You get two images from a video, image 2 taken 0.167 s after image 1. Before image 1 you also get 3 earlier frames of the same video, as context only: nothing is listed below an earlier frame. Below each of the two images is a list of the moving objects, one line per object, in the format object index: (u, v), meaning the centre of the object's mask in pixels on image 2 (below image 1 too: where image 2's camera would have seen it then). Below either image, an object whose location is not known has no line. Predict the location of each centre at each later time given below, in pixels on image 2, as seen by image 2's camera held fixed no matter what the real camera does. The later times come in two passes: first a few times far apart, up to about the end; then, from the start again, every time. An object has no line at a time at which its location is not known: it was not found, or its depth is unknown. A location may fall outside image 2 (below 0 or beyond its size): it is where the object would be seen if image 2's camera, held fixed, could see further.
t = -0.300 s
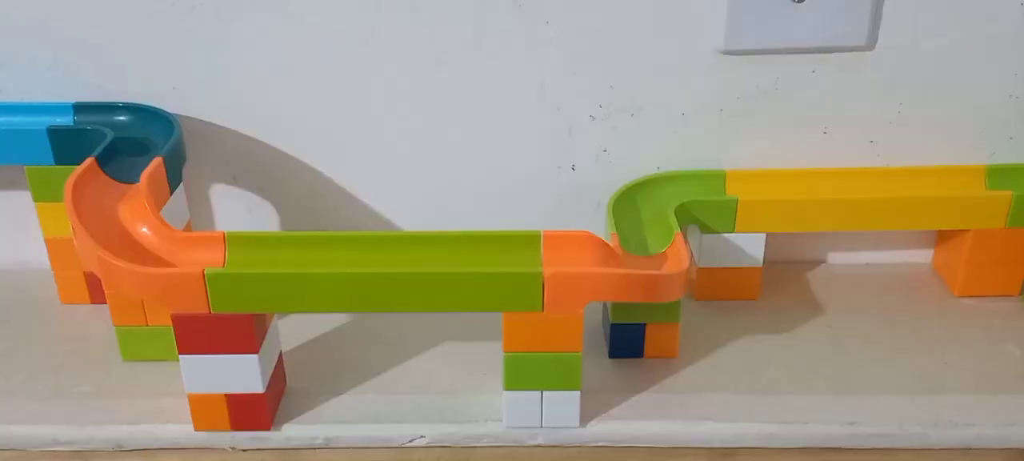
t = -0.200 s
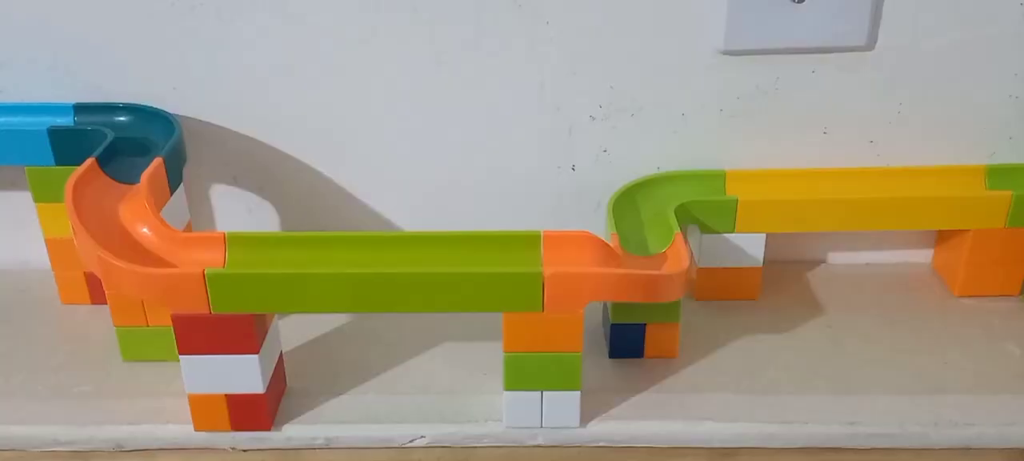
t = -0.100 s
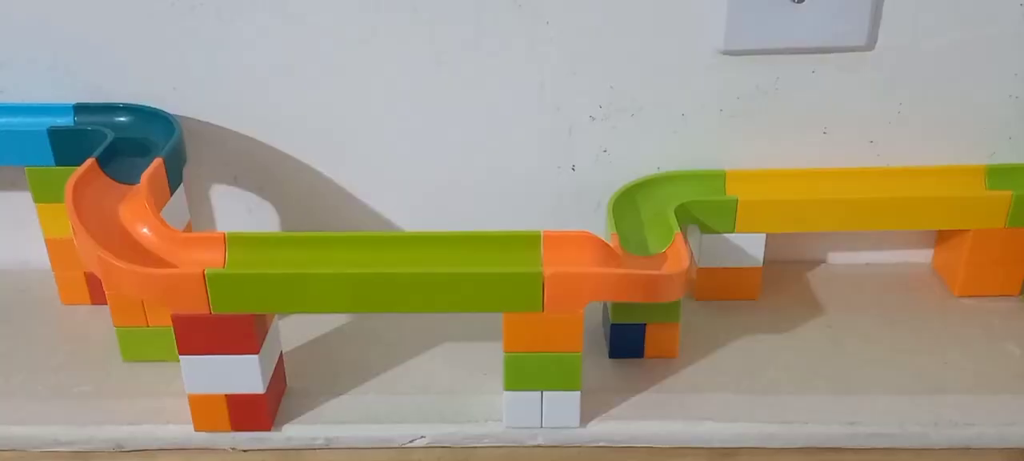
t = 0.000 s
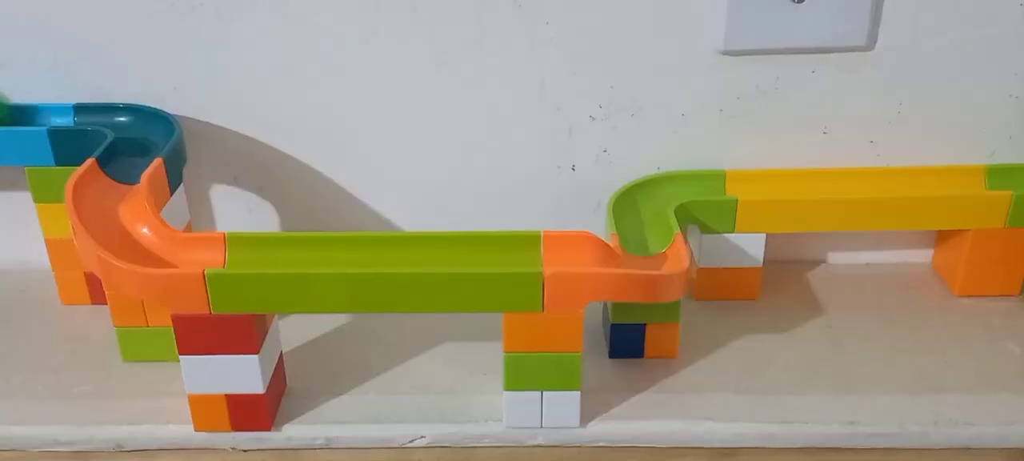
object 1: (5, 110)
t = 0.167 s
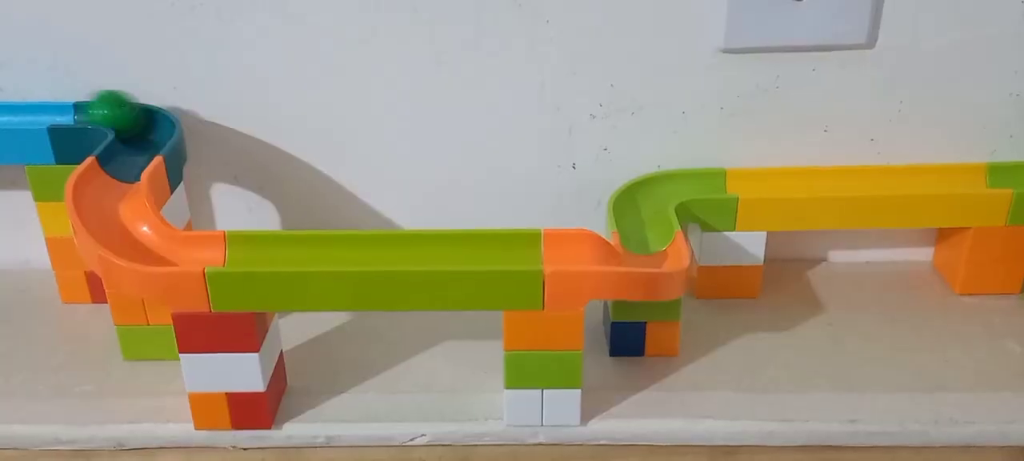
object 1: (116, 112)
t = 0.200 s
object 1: (131, 116)
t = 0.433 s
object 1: (109, 176)
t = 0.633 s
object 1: (244, 245)
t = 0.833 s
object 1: (469, 244)
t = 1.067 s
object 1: (648, 241)
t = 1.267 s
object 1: (710, 177)
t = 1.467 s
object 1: (855, 175)
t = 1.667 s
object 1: (988, 172)
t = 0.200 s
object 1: (131, 116)
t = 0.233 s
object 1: (142, 123)
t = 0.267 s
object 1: (144, 130)
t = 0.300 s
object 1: (137, 139)
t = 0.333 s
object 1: (128, 150)
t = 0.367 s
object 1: (123, 157)
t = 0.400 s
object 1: (115, 167)
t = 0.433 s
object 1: (109, 176)
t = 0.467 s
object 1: (105, 189)
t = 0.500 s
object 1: (110, 208)
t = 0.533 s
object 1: (127, 228)
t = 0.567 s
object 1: (156, 243)
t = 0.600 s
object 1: (203, 245)
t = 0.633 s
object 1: (244, 245)
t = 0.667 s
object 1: (283, 245)
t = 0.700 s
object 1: (320, 246)
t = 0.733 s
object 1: (360, 246)
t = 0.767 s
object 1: (397, 245)
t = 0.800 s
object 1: (435, 245)
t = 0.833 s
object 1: (469, 244)
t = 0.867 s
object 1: (509, 244)
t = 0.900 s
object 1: (542, 244)
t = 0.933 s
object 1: (581, 244)
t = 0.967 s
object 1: (614, 246)
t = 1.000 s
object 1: (639, 249)
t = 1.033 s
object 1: (652, 249)
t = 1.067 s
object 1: (648, 241)
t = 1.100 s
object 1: (644, 225)
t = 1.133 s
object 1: (639, 207)
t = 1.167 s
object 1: (646, 195)
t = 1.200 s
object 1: (666, 184)
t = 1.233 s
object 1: (686, 179)
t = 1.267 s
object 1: (710, 177)
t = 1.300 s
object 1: (733, 178)
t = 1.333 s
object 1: (760, 177)
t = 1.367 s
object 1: (785, 177)
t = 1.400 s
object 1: (808, 176)
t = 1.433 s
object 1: (832, 176)
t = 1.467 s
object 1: (855, 175)
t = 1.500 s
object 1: (878, 174)
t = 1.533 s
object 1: (902, 174)
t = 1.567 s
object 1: (923, 173)
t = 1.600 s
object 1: (943, 172)
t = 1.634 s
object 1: (965, 172)
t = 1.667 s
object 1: (988, 172)
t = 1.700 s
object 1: (1002, 171)
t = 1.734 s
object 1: (1012, 171)
